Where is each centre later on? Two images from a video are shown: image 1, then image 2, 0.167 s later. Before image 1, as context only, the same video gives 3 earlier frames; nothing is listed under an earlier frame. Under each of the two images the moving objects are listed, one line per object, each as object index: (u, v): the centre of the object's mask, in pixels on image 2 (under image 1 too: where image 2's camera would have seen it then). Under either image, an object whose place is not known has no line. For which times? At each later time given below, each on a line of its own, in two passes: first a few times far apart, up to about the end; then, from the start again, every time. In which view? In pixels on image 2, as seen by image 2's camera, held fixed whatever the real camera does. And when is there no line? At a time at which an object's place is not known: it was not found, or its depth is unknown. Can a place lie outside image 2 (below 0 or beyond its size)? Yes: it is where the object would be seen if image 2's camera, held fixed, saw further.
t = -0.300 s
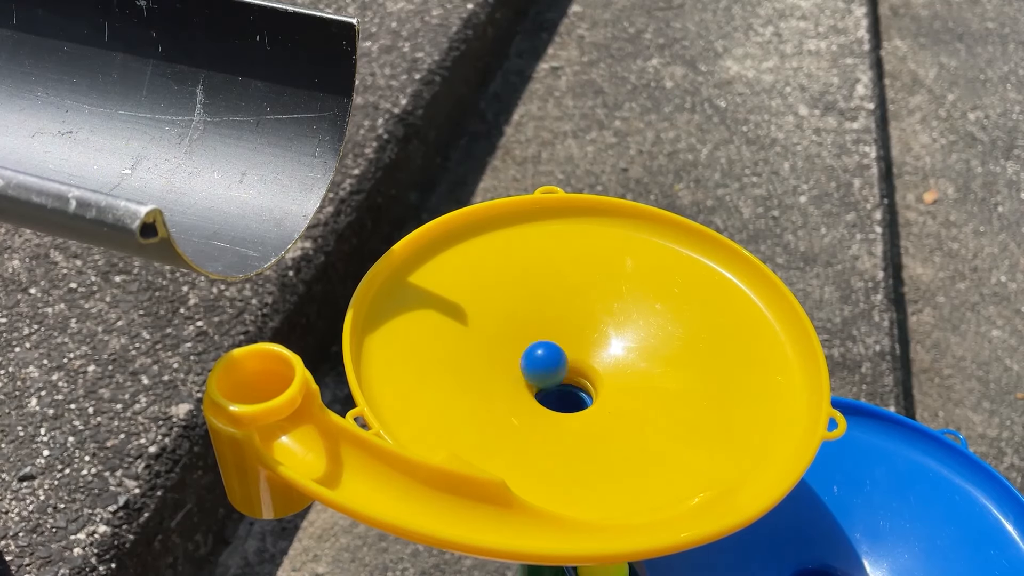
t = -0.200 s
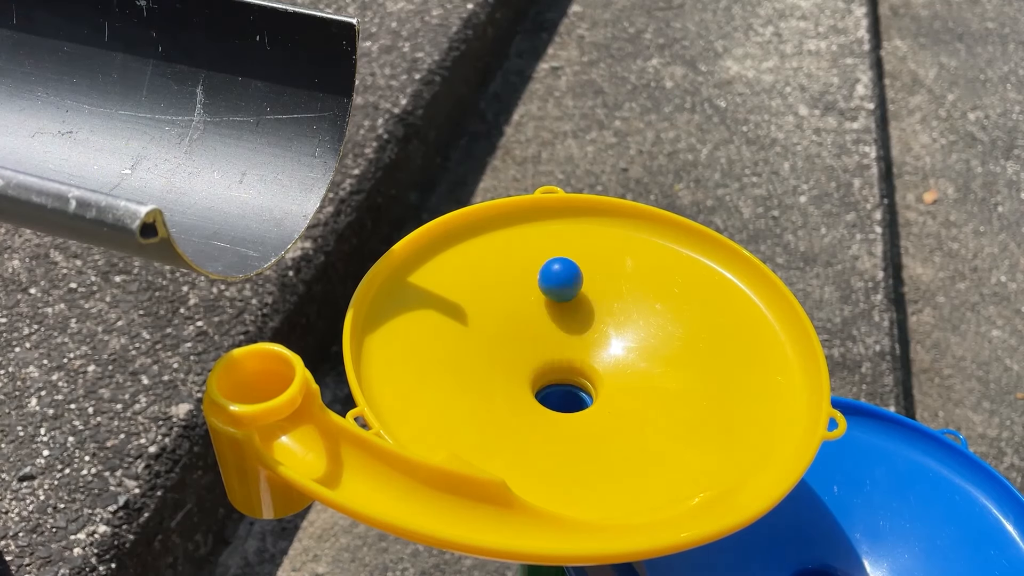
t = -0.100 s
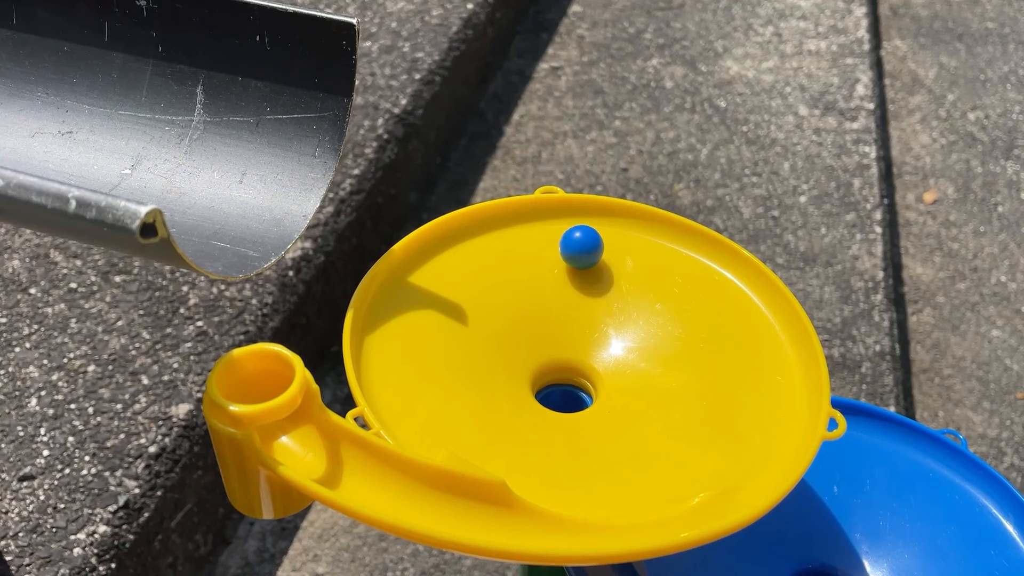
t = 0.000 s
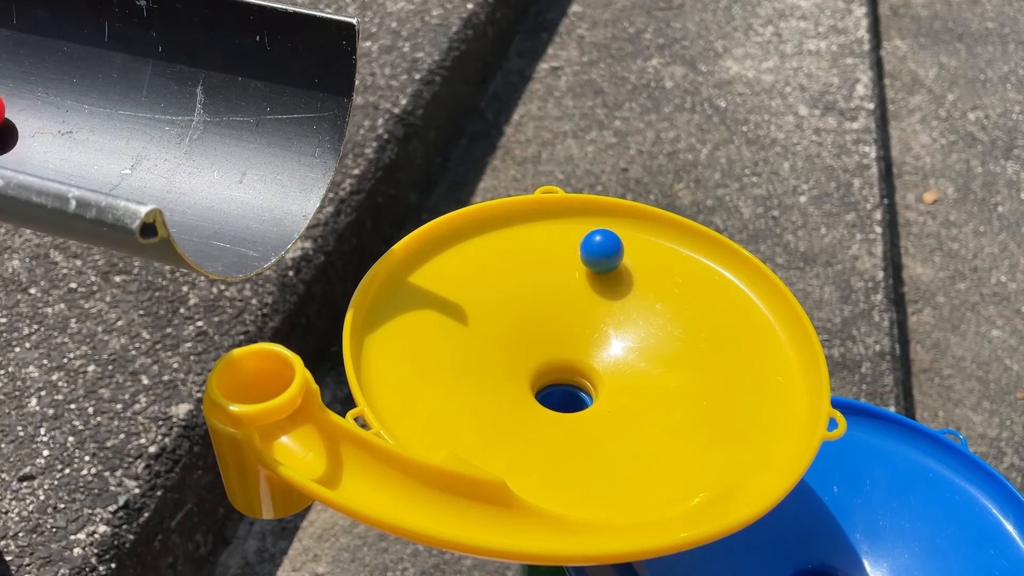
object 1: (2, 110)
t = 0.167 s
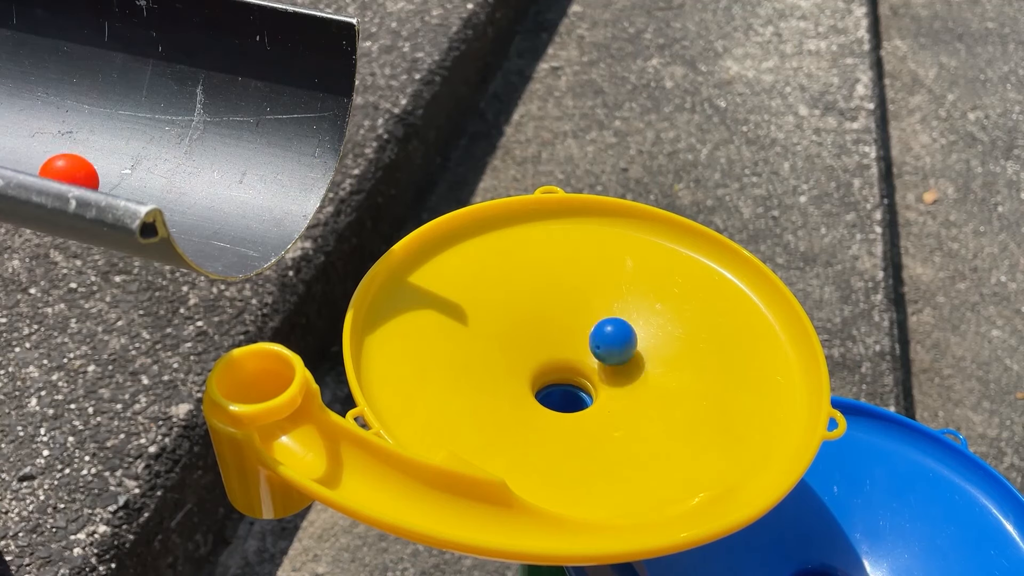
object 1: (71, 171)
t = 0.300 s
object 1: (206, 210)
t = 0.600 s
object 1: (677, 355)
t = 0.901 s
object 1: (736, 414)
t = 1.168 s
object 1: (500, 395)
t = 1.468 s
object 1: (525, 314)
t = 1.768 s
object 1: (689, 403)
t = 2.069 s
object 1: (521, 344)
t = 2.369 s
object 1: (621, 302)
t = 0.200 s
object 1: (97, 179)
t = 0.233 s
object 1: (129, 187)
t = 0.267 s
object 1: (169, 202)
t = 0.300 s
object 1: (206, 210)
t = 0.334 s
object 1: (251, 211)
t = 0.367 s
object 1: (296, 210)
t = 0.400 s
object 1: (342, 220)
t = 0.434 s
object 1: (390, 257)
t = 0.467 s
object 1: (438, 306)
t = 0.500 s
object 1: (496, 315)
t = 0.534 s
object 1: (556, 337)
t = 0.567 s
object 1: (618, 348)
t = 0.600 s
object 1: (677, 355)
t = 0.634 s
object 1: (734, 363)
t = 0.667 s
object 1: (790, 374)
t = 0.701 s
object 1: (800, 372)
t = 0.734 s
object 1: (795, 388)
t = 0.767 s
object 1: (785, 398)
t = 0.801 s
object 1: (777, 405)
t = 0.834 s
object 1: (768, 409)
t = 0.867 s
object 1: (754, 412)
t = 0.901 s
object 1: (736, 414)
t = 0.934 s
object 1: (717, 416)
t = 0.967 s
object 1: (693, 418)
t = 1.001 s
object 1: (665, 417)
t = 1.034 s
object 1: (633, 413)
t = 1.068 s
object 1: (599, 407)
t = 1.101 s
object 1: (564, 395)
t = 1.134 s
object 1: (530, 395)
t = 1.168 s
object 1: (500, 395)
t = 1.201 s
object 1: (477, 386)
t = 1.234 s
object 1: (460, 373)
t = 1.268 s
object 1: (449, 360)
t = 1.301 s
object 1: (446, 347)
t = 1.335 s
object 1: (450, 336)
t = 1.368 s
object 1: (460, 326)
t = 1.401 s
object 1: (477, 319)
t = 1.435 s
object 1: (498, 315)
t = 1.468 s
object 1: (525, 314)
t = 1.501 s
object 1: (556, 317)
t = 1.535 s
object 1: (589, 323)
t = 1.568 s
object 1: (620, 332)
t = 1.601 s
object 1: (646, 342)
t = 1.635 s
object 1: (667, 354)
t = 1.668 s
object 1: (682, 367)
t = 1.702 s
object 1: (690, 380)
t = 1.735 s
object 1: (693, 392)
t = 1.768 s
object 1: (689, 403)
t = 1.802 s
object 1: (679, 411)
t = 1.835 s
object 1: (664, 418)
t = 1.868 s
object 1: (643, 421)
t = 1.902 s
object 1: (619, 421)
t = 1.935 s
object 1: (593, 417)
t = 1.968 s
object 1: (567, 408)
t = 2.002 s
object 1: (544, 393)
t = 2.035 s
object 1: (527, 371)
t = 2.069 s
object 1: (521, 344)
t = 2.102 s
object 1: (524, 319)
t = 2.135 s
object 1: (532, 300)
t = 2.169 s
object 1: (543, 287)
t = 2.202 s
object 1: (556, 278)
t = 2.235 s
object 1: (570, 274)
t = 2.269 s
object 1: (584, 274)
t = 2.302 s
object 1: (598, 279)
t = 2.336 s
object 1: (611, 289)
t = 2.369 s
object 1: (621, 302)
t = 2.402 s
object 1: (628, 320)
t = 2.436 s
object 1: (630, 341)
